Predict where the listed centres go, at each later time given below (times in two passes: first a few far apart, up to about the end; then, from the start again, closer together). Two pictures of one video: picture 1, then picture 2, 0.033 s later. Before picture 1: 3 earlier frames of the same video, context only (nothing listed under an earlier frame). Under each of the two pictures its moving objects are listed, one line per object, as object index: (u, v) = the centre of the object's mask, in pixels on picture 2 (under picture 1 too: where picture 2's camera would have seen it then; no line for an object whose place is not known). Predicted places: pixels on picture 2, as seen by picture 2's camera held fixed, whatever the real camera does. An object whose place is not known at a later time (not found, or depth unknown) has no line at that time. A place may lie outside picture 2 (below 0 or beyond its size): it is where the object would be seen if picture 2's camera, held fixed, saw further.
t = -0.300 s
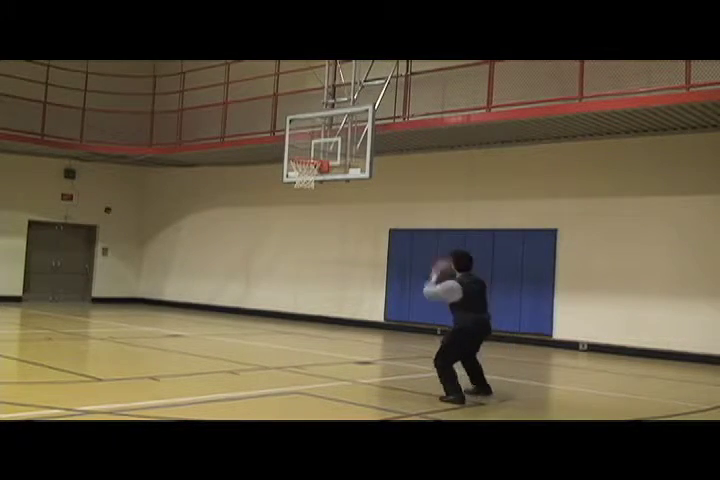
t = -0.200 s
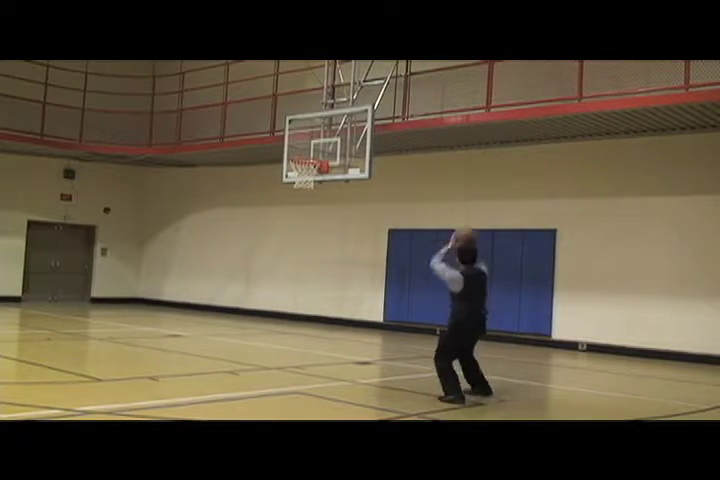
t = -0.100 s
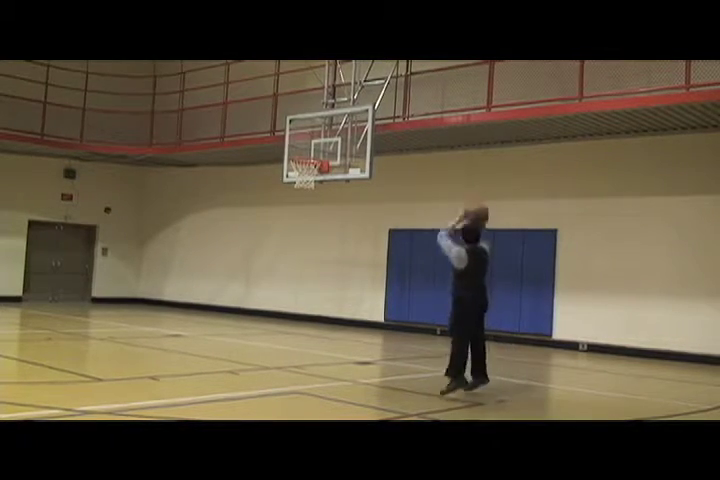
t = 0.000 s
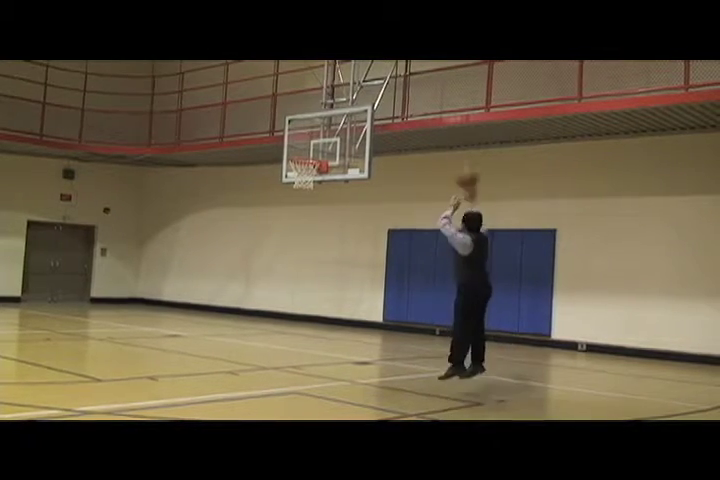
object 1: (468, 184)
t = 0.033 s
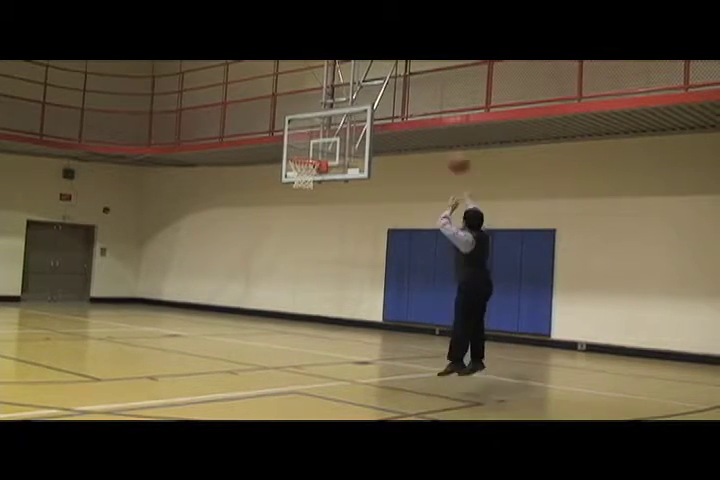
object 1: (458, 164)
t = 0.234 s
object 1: (418, 101)
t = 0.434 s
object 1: (381, 82)
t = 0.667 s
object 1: (347, 91)
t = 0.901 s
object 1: (316, 132)
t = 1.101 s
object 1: (277, 162)
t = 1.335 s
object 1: (232, 232)
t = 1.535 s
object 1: (191, 314)
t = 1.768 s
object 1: (166, 267)
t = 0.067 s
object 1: (450, 147)
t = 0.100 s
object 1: (441, 135)
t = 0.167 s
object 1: (432, 118)
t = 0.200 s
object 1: (423, 108)
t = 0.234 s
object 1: (418, 101)
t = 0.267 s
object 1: (411, 97)
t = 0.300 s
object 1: (405, 90)
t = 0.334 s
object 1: (399, 85)
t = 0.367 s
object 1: (394, 83)
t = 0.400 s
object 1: (387, 83)
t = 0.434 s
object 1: (381, 82)
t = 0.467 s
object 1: (377, 82)
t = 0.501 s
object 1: (372, 82)
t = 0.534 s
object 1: (368, 82)
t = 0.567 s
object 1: (362, 83)
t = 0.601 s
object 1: (358, 86)
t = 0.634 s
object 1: (353, 90)
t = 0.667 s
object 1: (347, 91)
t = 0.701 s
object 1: (342, 96)
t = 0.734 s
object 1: (337, 100)
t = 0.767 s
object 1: (333, 105)
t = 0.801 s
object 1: (329, 109)
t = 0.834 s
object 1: (325, 120)
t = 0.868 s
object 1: (324, 125)
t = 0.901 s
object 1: (316, 132)
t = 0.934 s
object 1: (309, 134)
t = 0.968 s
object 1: (302, 139)
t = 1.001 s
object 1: (297, 145)
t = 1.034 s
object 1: (290, 151)
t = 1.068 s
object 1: (283, 155)
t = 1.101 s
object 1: (277, 162)
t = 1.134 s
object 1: (270, 170)
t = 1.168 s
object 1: (264, 181)
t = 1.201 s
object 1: (257, 188)
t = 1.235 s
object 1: (250, 199)
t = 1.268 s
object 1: (245, 210)
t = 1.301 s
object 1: (239, 221)
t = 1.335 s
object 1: (232, 232)
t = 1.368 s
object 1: (225, 245)
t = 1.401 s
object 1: (217, 257)
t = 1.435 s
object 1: (211, 271)
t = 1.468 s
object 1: (204, 285)
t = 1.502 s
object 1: (198, 302)
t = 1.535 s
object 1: (191, 314)
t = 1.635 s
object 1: (177, 310)
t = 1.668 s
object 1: (174, 299)
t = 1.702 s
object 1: (172, 287)
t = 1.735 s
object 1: (169, 276)
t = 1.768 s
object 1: (166, 267)
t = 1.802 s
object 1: (163, 257)
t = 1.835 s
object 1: (160, 247)
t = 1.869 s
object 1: (156, 241)
